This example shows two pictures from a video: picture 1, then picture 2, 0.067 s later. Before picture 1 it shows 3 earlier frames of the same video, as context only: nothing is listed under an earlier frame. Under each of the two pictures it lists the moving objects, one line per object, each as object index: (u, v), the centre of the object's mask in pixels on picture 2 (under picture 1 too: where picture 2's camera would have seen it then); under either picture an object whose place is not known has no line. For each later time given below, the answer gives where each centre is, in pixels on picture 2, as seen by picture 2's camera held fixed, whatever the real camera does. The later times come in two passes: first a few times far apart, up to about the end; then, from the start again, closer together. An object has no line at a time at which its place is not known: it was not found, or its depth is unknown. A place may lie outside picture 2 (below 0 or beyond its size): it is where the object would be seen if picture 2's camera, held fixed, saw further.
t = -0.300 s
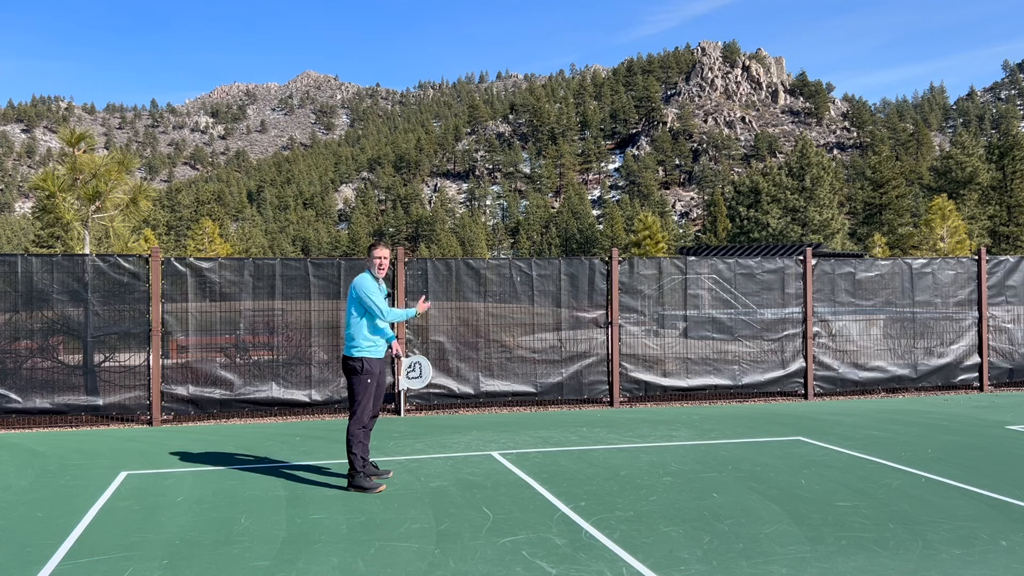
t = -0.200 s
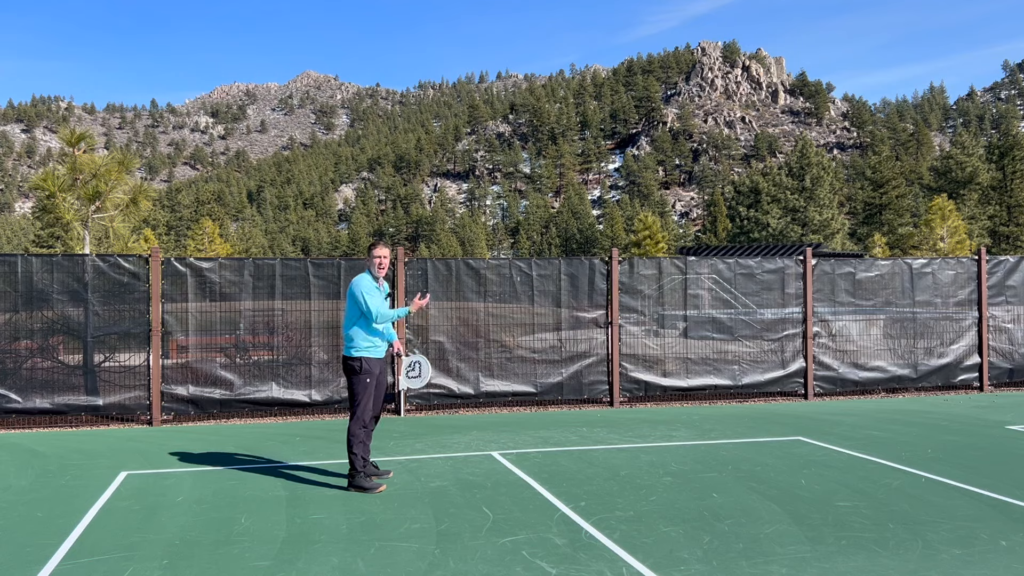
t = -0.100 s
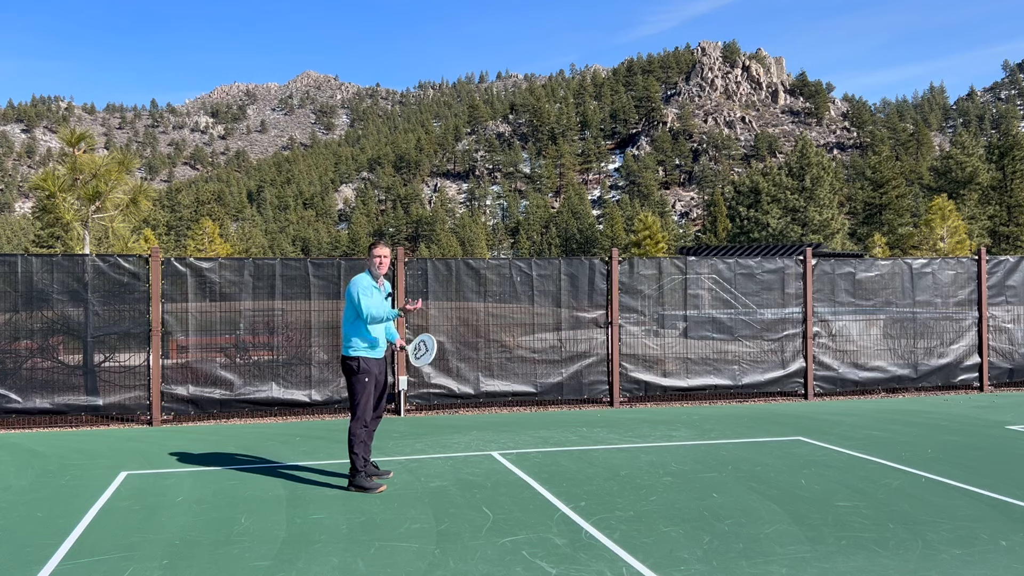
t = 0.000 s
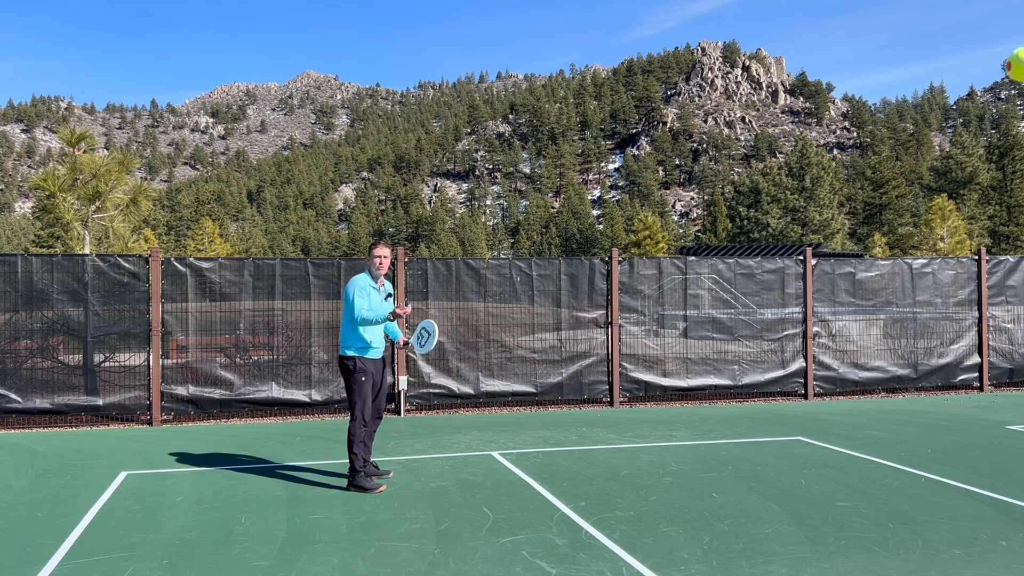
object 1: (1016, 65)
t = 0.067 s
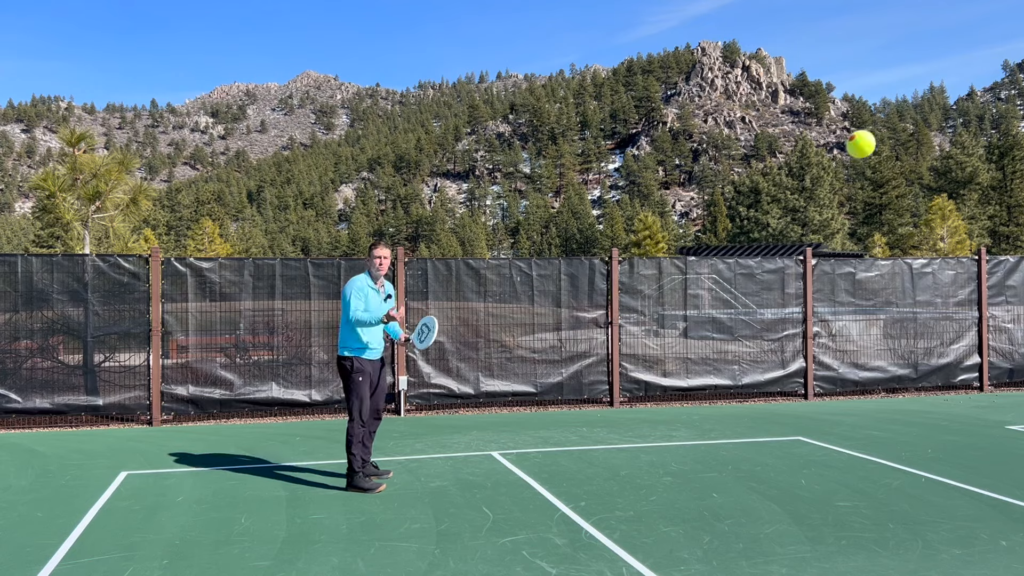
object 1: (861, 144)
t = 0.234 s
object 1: (642, 303)
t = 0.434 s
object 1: (518, 466)
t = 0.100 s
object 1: (801, 179)
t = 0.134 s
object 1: (751, 212)
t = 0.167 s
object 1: (709, 244)
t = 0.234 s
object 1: (642, 303)
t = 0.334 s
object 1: (569, 386)
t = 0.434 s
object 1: (518, 466)
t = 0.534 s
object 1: (478, 544)
